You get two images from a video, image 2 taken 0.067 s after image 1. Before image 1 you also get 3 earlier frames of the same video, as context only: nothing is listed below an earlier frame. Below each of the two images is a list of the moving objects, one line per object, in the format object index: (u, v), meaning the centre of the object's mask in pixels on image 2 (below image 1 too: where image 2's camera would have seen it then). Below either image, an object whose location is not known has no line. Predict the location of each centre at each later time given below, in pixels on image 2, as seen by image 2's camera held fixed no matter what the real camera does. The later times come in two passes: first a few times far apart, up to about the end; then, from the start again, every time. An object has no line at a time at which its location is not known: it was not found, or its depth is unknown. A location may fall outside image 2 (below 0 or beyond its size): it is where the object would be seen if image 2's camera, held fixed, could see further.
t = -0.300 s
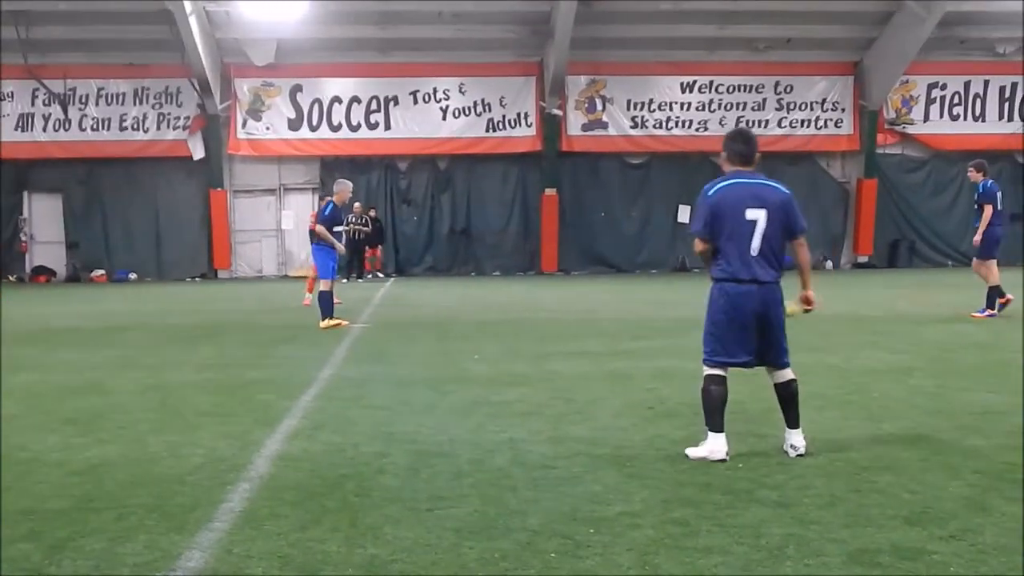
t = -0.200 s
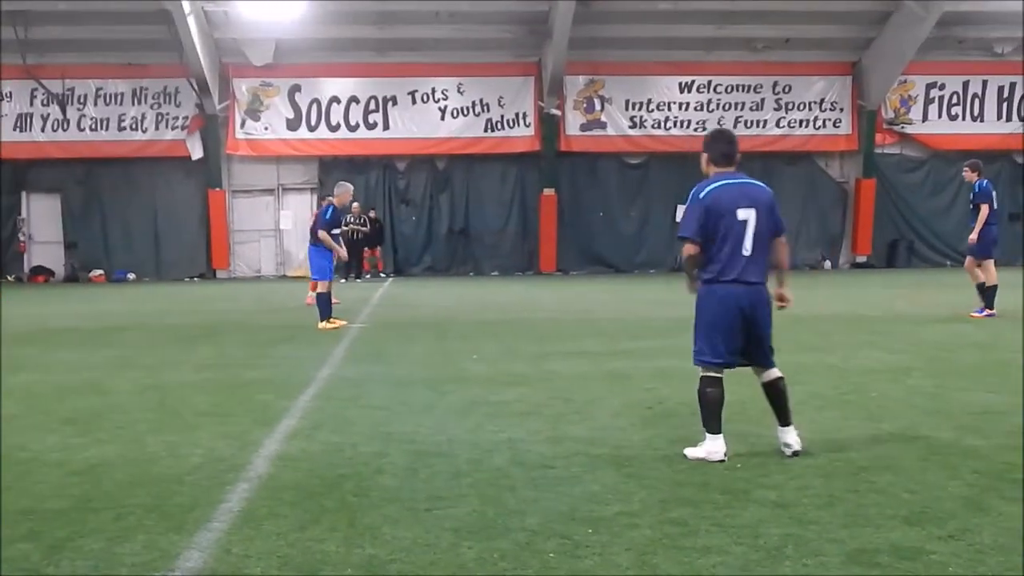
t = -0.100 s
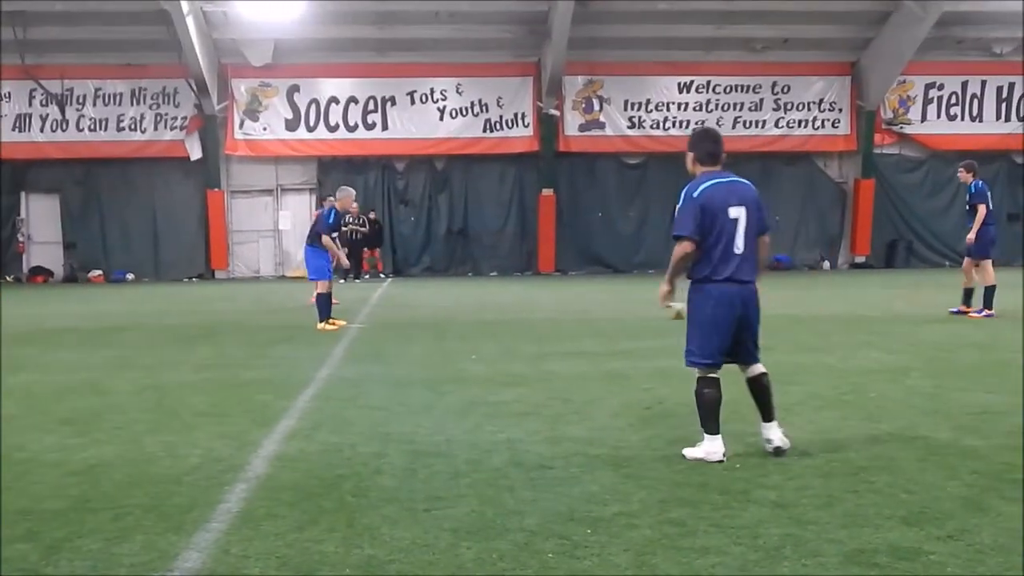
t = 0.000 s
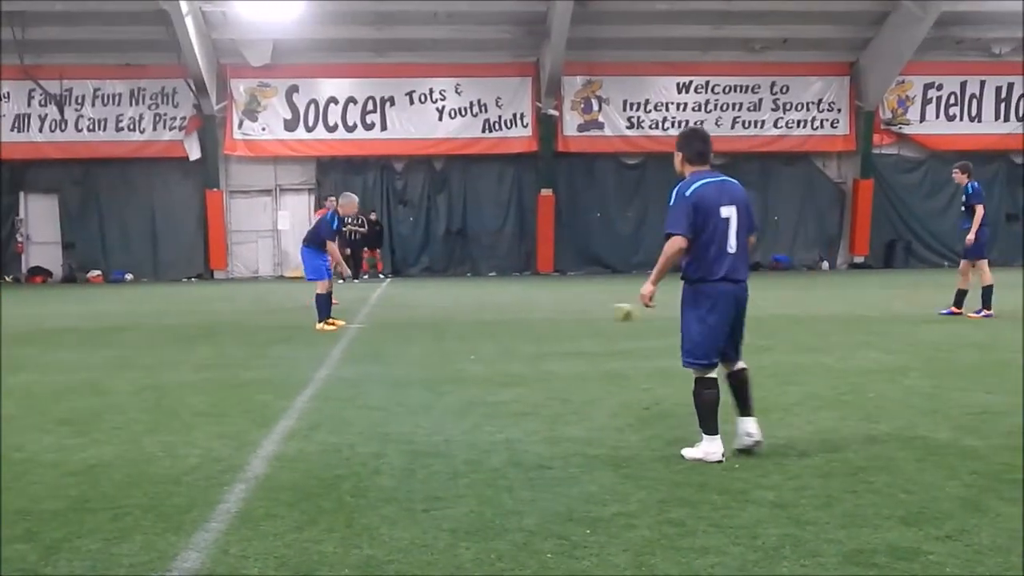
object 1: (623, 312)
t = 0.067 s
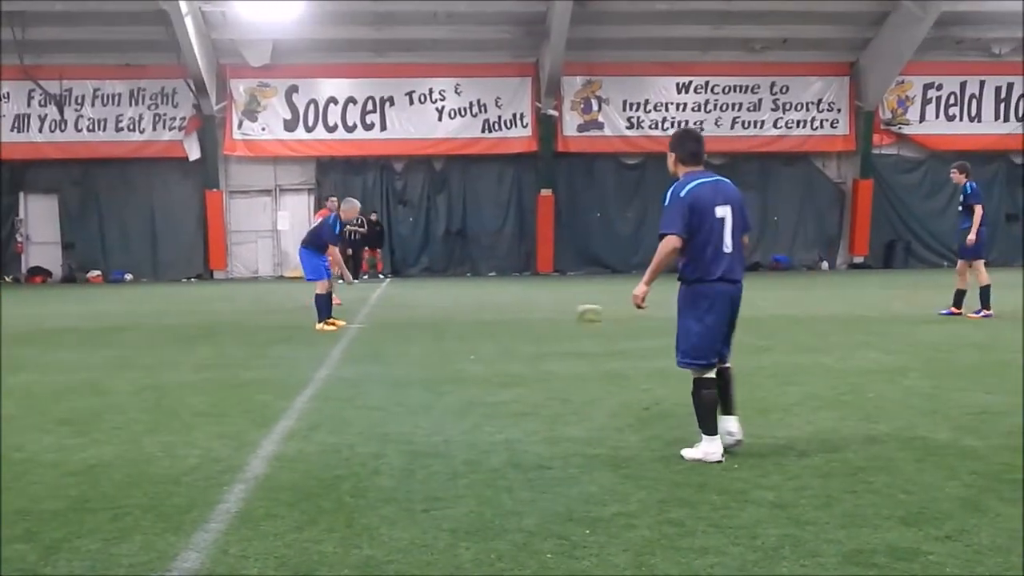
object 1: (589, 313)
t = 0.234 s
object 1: (501, 316)
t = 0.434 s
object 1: (396, 319)
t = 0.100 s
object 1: (571, 313)
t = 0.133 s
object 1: (552, 314)
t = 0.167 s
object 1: (536, 315)
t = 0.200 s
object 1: (517, 314)
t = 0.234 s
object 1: (501, 316)
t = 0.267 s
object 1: (483, 316)
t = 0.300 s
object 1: (465, 316)
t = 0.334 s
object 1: (449, 317)
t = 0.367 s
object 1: (430, 317)
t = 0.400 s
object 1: (412, 319)
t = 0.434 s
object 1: (396, 319)
